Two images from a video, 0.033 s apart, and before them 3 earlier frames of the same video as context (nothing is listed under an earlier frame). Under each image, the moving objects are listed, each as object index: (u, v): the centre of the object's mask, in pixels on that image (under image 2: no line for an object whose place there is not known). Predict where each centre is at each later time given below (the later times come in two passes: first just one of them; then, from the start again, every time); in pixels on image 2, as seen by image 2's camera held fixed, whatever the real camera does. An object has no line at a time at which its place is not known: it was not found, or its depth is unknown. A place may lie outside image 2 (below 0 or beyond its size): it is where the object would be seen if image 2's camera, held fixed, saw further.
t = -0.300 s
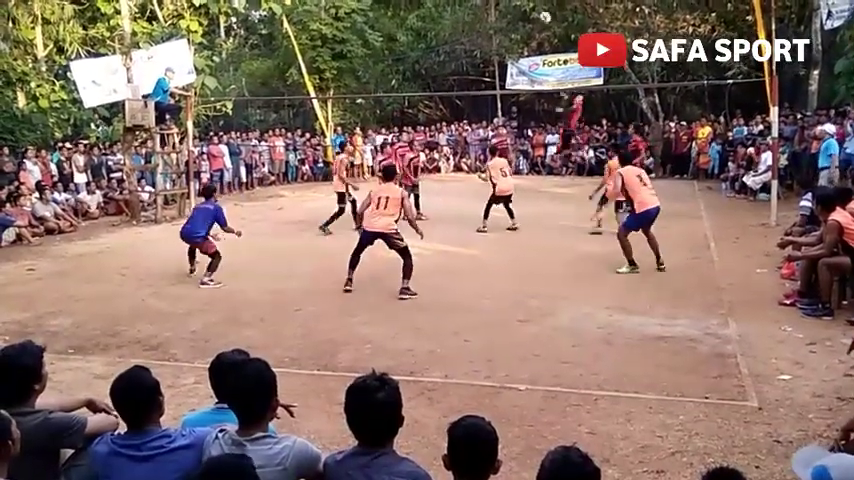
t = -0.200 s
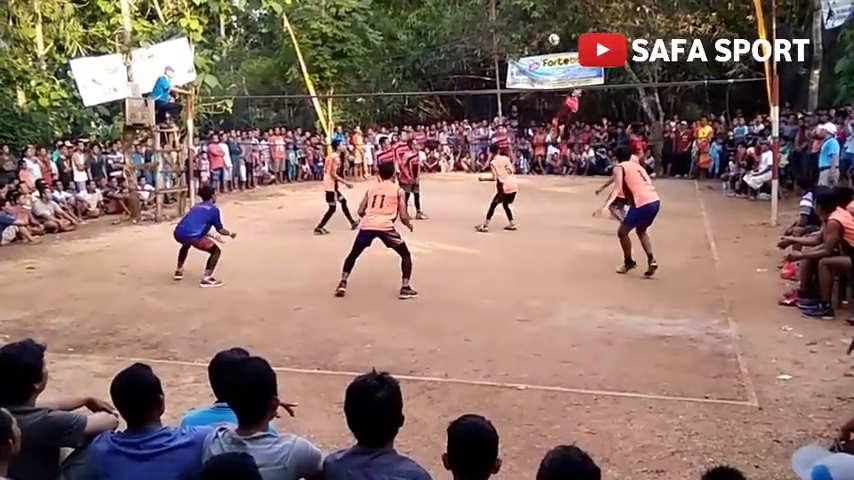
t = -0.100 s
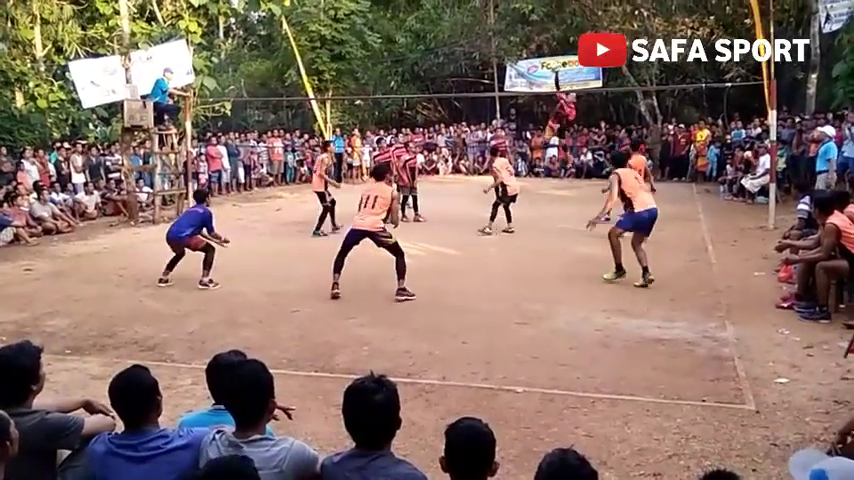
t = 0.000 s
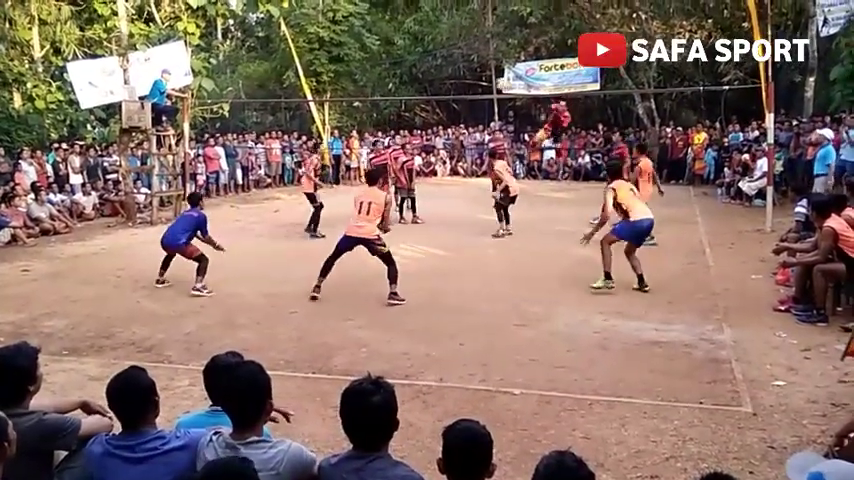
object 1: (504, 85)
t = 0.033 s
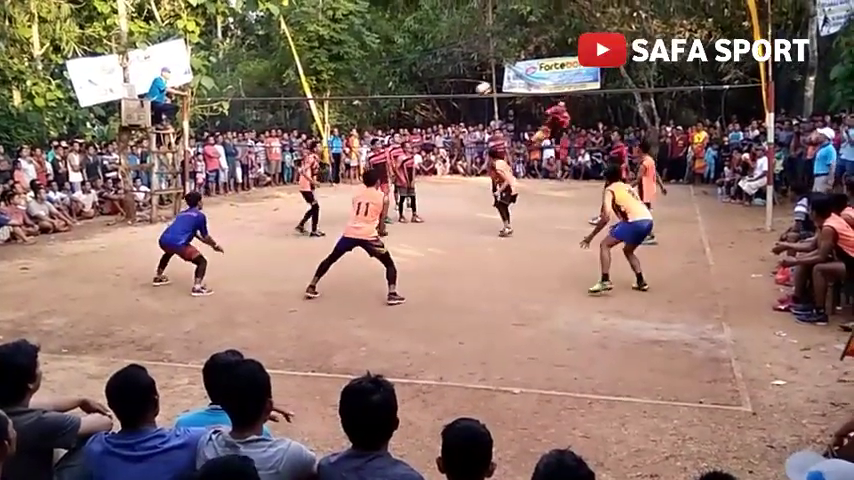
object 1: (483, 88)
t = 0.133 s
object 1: (419, 123)
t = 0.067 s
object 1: (463, 99)
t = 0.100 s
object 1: (441, 109)
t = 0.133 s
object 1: (419, 123)
